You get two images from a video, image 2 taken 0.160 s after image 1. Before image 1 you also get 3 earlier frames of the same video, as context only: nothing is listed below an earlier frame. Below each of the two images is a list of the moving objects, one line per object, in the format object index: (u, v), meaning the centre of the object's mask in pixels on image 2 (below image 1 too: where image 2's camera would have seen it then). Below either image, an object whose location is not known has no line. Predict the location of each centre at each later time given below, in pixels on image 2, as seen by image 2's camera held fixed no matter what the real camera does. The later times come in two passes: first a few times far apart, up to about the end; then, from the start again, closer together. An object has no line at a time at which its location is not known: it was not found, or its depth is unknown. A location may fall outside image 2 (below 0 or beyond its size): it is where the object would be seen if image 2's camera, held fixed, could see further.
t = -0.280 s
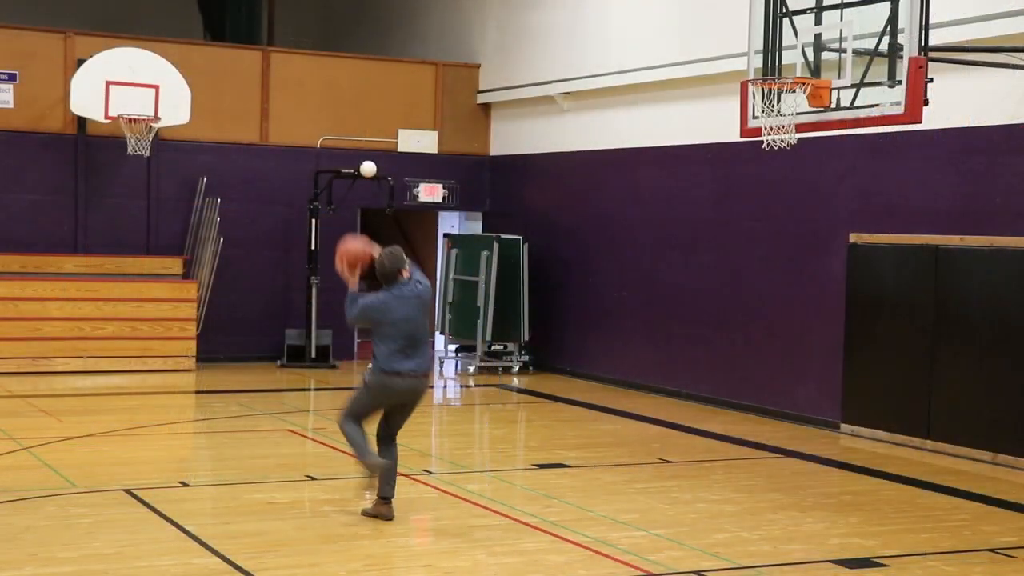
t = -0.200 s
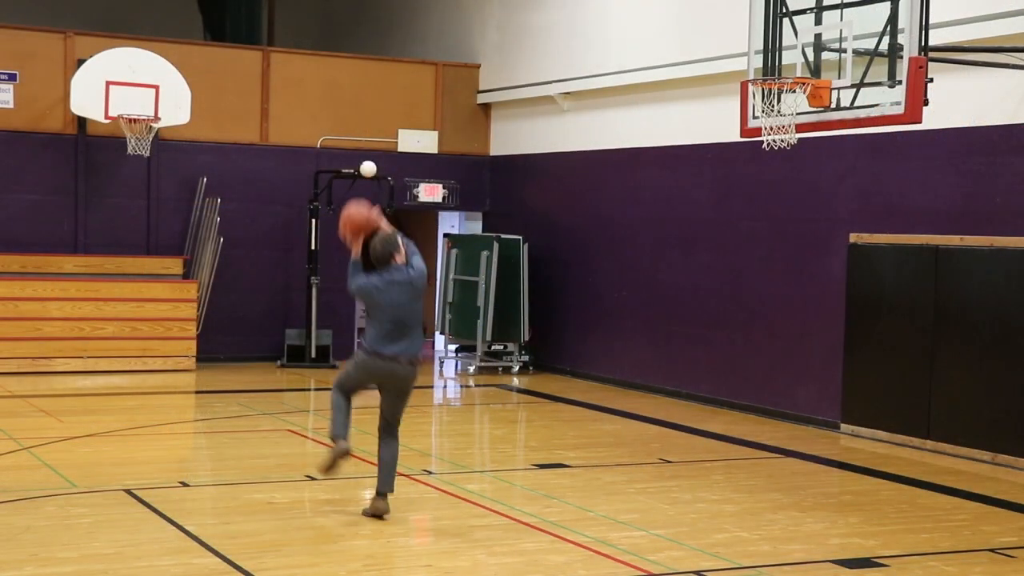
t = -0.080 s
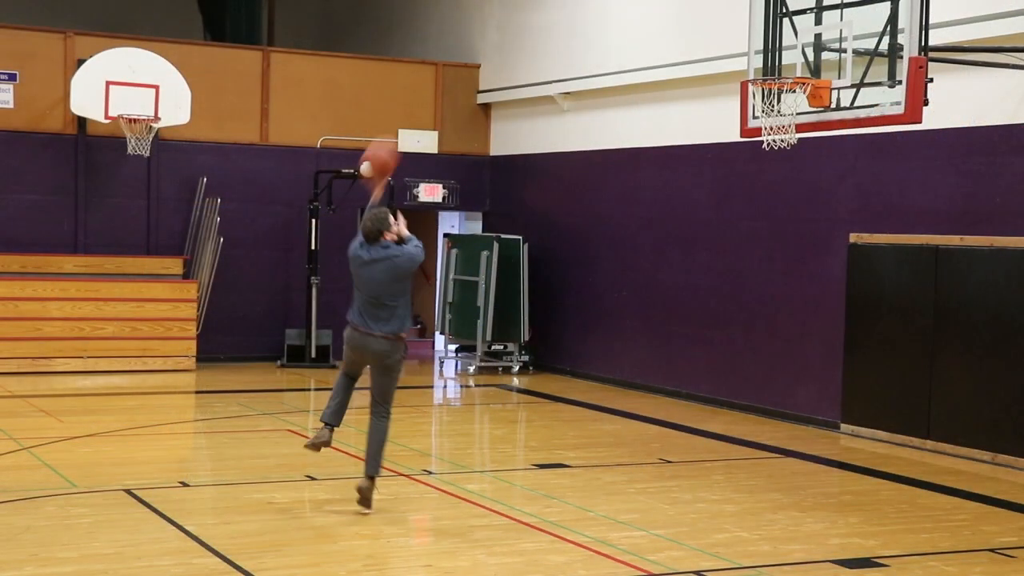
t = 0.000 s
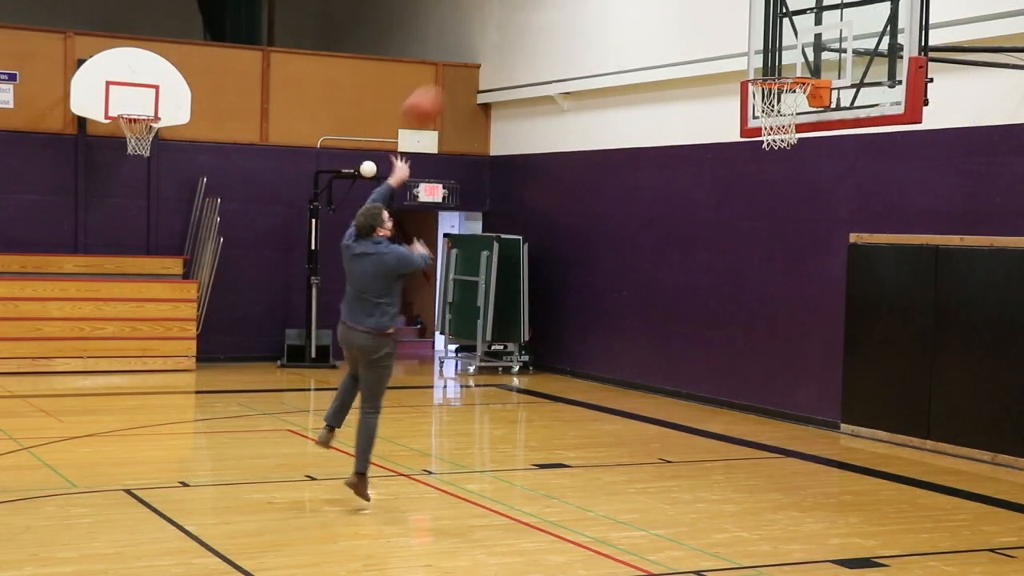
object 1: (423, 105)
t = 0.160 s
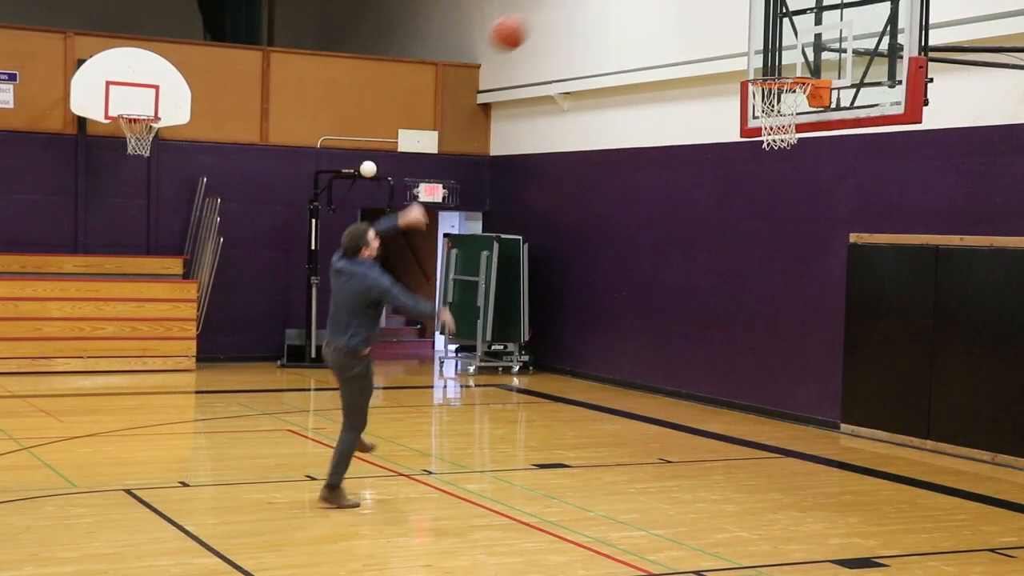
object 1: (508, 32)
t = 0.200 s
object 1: (529, 19)
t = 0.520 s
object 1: (685, 5)
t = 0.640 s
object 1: (741, 24)
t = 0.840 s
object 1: (785, 42)
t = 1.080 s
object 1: (762, 18)
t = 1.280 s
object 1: (737, 63)
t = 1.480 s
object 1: (709, 177)
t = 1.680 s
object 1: (676, 367)
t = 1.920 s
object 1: (642, 476)
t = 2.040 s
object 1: (633, 383)
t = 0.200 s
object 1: (529, 19)
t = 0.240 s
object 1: (549, 11)
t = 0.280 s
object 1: (570, 7)
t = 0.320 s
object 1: (590, 5)
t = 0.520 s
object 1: (685, 5)
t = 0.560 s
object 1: (704, 9)
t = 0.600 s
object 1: (723, 14)
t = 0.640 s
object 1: (741, 24)
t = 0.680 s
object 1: (761, 39)
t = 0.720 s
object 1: (776, 53)
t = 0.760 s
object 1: (791, 65)
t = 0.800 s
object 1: (788, 54)
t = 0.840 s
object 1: (785, 42)
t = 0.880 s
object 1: (781, 33)
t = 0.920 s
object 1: (778, 26)
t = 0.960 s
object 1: (774, 21)
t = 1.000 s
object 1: (770, 18)
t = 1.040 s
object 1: (766, 17)
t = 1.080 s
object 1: (762, 18)
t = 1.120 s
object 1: (758, 22)
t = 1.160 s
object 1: (753, 28)
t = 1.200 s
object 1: (748, 37)
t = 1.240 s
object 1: (743, 48)
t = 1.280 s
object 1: (737, 63)
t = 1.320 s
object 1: (729, 80)
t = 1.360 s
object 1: (726, 97)
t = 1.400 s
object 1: (720, 122)
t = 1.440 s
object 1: (714, 155)
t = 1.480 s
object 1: (709, 177)
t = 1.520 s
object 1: (703, 210)
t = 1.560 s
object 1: (696, 244)
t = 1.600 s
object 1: (689, 283)
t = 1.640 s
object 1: (683, 324)
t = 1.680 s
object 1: (676, 367)
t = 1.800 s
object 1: (651, 527)
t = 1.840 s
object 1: (646, 545)
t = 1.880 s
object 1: (644, 509)
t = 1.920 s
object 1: (642, 476)
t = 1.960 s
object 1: (638, 441)
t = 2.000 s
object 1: (635, 412)
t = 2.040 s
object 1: (633, 383)
